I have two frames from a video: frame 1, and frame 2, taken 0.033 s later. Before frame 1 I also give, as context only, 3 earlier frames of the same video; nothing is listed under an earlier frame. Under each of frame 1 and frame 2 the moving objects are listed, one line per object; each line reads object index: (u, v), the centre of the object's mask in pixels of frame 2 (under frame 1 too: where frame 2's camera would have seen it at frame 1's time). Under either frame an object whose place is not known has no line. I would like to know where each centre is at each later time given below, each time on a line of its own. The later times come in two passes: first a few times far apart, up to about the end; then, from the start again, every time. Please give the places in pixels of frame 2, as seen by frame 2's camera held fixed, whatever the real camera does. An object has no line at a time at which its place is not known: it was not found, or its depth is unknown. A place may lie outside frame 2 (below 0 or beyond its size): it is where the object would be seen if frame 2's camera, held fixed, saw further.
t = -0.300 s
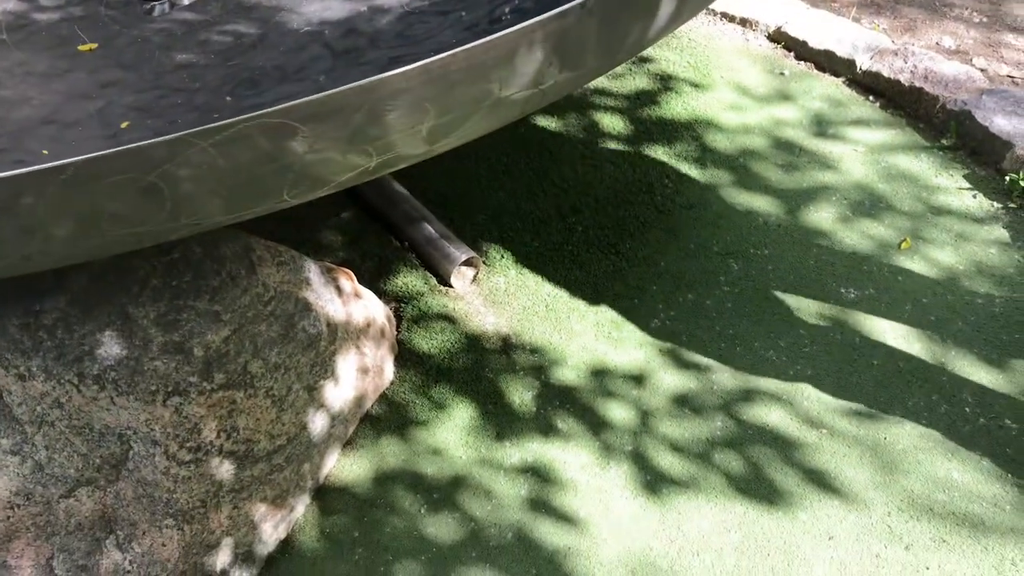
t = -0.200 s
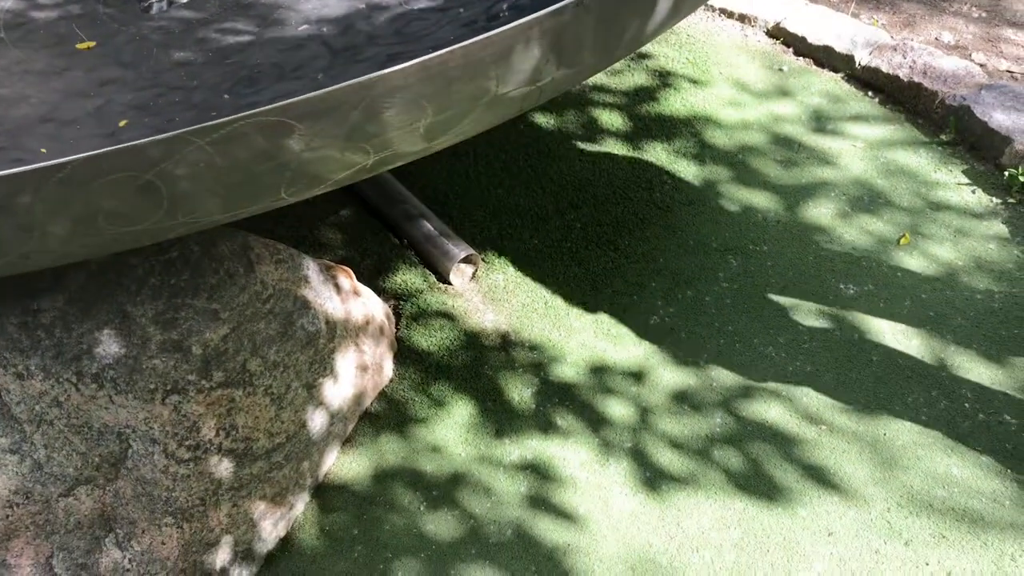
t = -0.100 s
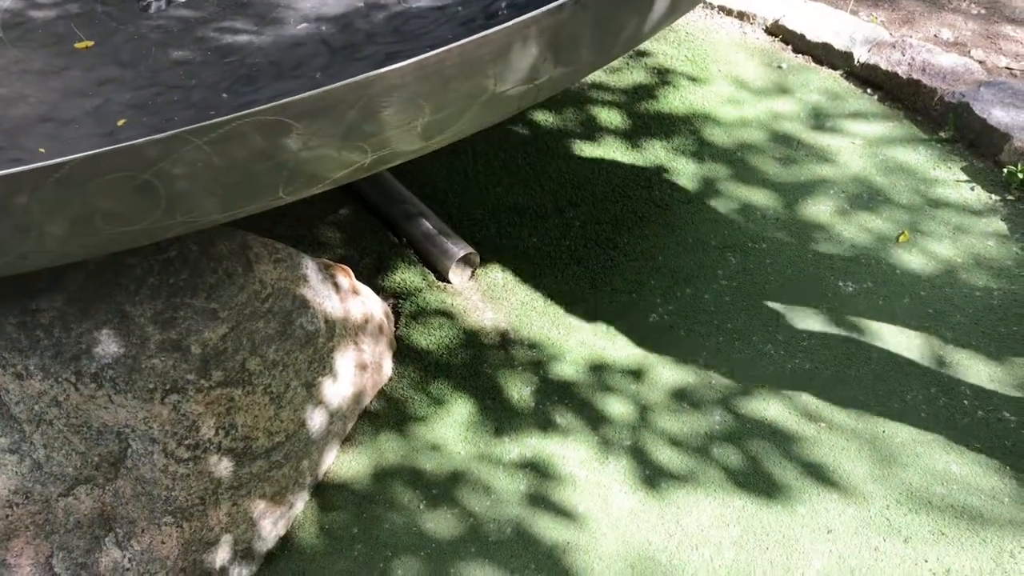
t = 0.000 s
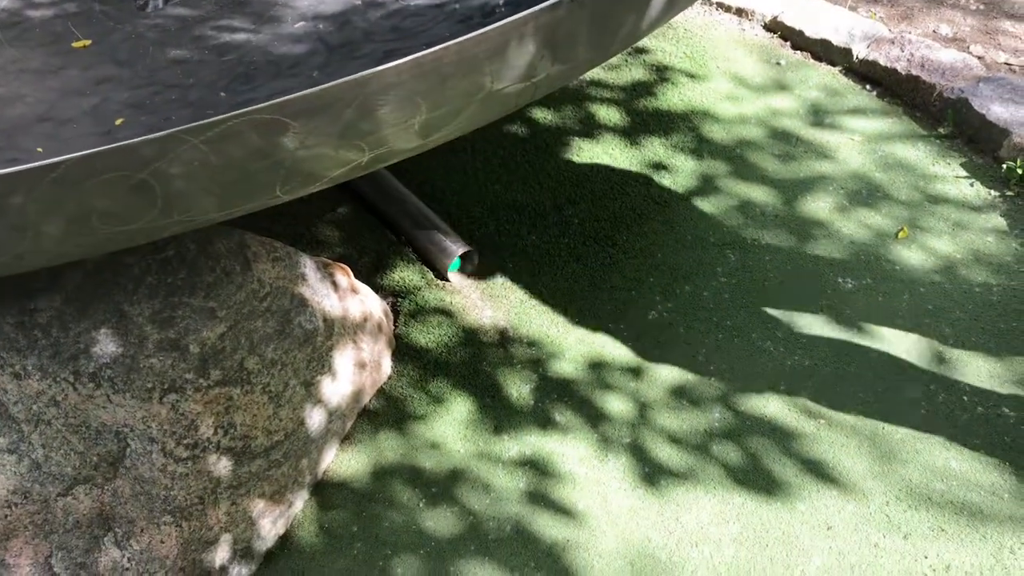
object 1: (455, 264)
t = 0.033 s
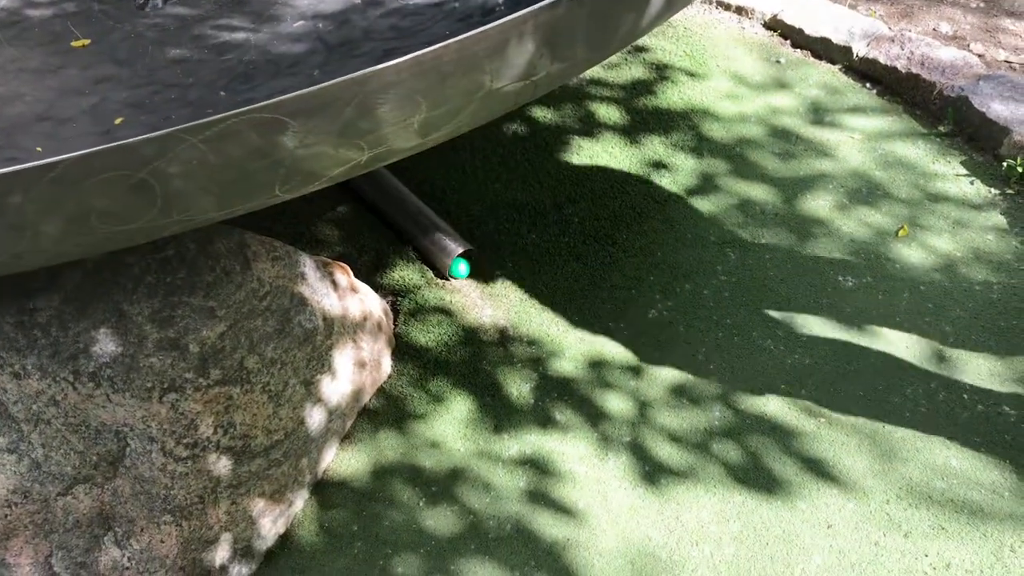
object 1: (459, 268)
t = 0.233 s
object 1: (503, 305)
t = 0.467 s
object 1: (549, 384)
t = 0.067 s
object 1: (468, 272)
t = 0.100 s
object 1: (476, 277)
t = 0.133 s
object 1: (484, 283)
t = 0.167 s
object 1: (491, 289)
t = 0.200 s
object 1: (497, 297)
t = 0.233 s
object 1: (503, 305)
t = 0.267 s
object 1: (509, 315)
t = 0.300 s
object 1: (515, 324)
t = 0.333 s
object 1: (521, 335)
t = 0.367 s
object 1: (528, 346)
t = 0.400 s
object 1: (534, 357)
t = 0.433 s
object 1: (542, 371)
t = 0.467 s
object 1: (549, 384)
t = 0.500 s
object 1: (558, 399)
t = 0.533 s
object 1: (567, 412)
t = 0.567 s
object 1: (577, 426)
